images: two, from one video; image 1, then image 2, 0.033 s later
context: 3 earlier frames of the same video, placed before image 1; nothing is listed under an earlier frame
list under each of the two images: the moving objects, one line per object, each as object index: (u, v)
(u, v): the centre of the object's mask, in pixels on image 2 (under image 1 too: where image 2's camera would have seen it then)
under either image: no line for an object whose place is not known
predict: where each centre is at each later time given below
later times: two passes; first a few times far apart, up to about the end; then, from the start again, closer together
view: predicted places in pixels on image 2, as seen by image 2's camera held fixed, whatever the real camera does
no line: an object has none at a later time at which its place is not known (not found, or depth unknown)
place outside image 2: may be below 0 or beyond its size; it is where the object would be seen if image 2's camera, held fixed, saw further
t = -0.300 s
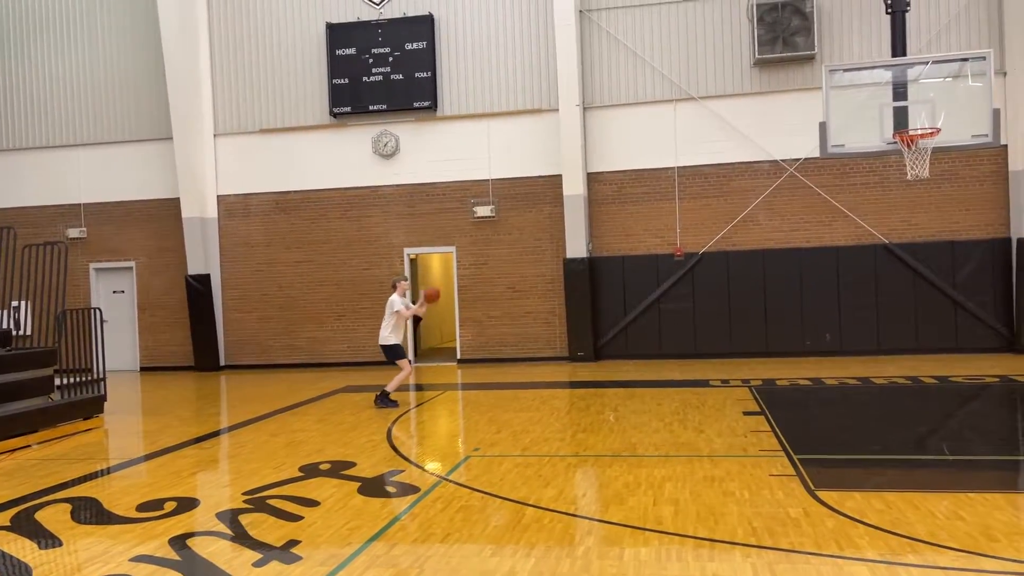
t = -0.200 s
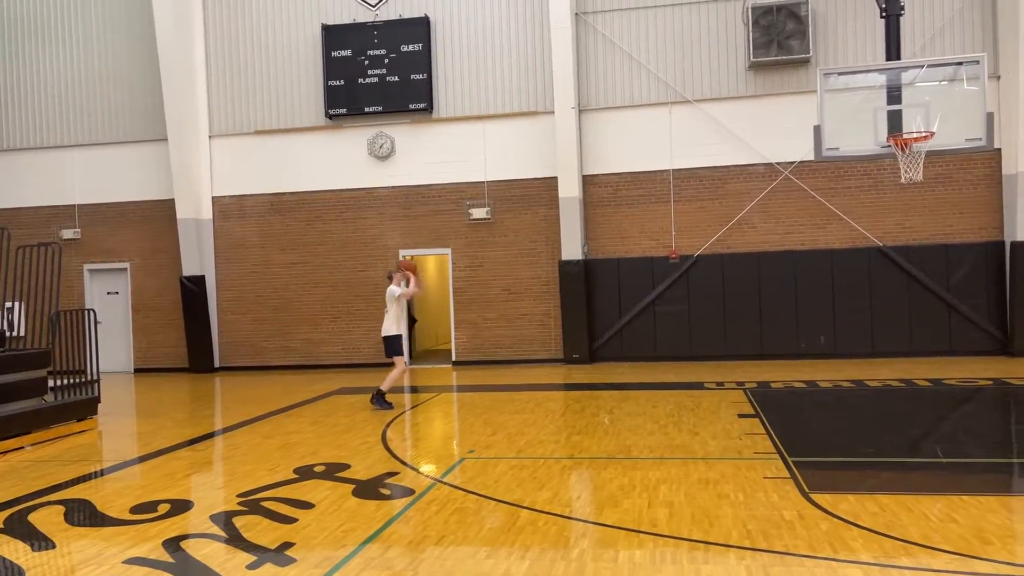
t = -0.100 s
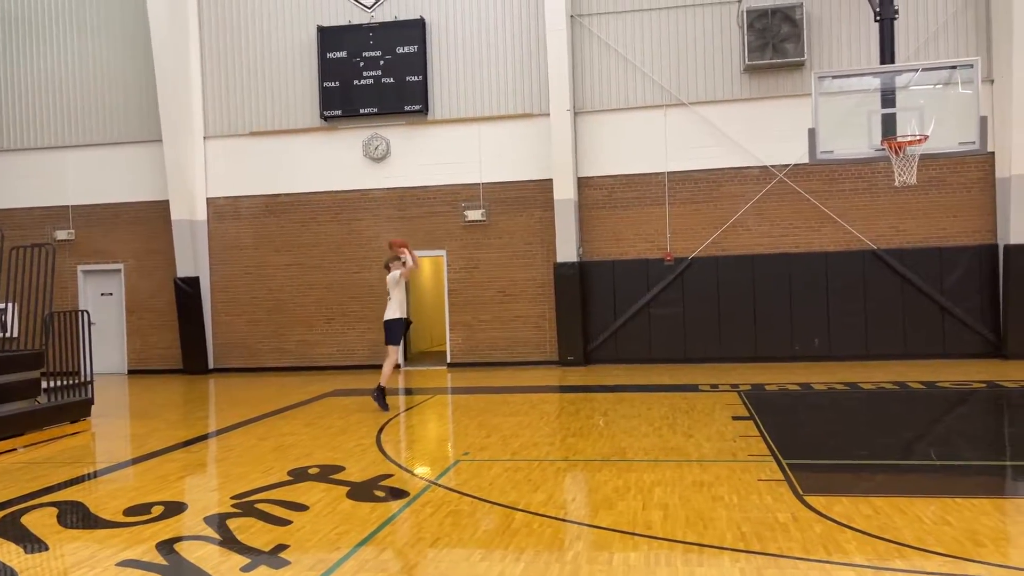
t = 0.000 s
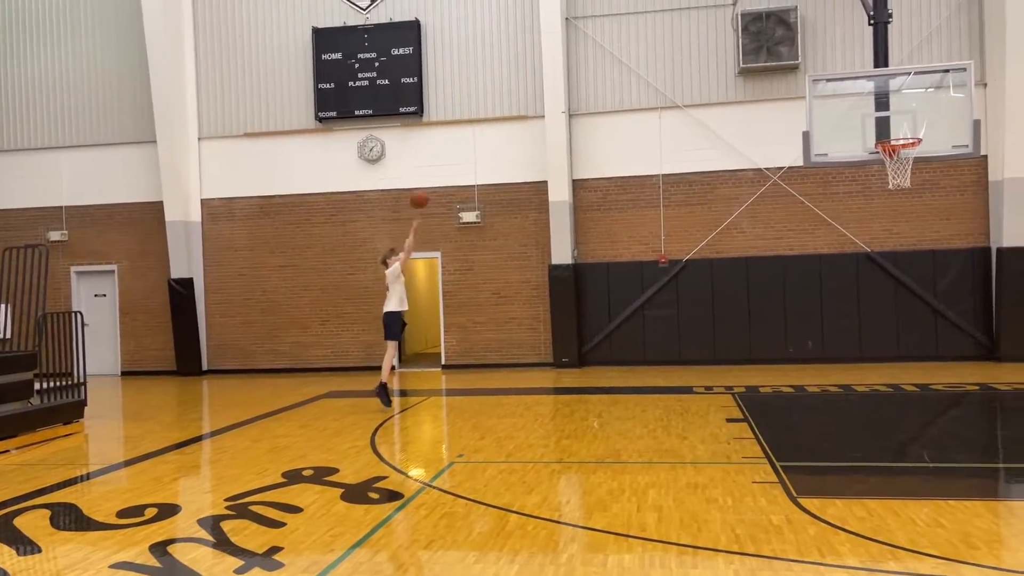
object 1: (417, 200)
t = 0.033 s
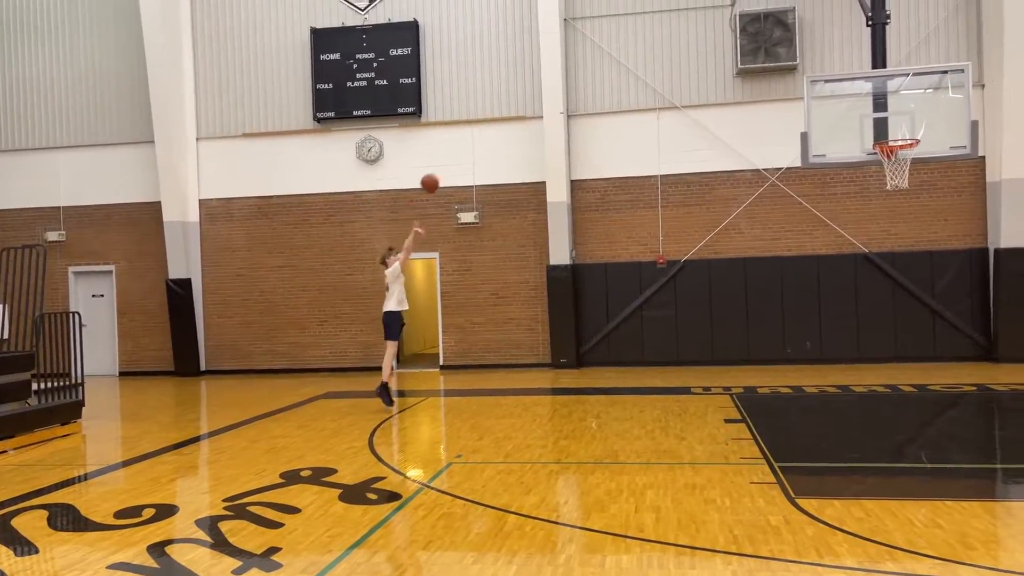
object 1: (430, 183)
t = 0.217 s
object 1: (499, 107)
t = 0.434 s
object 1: (583, 49)
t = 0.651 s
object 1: (670, 28)
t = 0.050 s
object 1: (436, 175)
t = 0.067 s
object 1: (442, 168)
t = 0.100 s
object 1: (454, 153)
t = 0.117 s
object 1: (461, 145)
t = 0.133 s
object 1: (467, 139)
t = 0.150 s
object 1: (473, 132)
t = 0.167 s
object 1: (479, 126)
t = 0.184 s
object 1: (486, 119)
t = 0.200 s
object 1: (492, 113)
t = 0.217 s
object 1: (499, 107)
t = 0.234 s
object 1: (505, 102)
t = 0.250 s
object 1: (511, 97)
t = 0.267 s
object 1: (518, 91)
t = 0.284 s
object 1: (524, 86)
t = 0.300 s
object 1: (531, 82)
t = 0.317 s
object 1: (537, 77)
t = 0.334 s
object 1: (544, 72)
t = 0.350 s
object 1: (550, 68)
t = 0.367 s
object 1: (557, 64)
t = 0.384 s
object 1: (564, 60)
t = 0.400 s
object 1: (570, 57)
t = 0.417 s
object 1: (576, 53)
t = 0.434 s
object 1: (583, 49)
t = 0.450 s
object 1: (590, 47)
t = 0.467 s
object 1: (596, 44)
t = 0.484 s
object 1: (603, 41)
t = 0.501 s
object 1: (610, 39)
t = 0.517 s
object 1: (617, 37)
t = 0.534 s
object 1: (623, 35)
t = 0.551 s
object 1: (630, 33)
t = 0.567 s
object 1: (637, 31)
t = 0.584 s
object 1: (643, 30)
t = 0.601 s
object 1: (650, 29)
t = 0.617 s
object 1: (657, 29)
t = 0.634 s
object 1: (664, 28)
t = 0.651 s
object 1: (670, 28)
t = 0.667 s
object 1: (677, 28)
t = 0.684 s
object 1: (684, 28)
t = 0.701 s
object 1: (691, 28)
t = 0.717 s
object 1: (698, 28)
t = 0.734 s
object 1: (705, 29)
